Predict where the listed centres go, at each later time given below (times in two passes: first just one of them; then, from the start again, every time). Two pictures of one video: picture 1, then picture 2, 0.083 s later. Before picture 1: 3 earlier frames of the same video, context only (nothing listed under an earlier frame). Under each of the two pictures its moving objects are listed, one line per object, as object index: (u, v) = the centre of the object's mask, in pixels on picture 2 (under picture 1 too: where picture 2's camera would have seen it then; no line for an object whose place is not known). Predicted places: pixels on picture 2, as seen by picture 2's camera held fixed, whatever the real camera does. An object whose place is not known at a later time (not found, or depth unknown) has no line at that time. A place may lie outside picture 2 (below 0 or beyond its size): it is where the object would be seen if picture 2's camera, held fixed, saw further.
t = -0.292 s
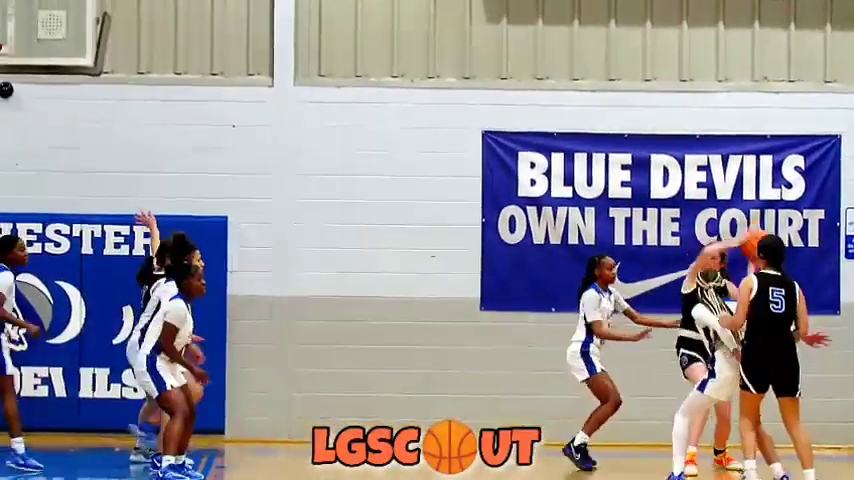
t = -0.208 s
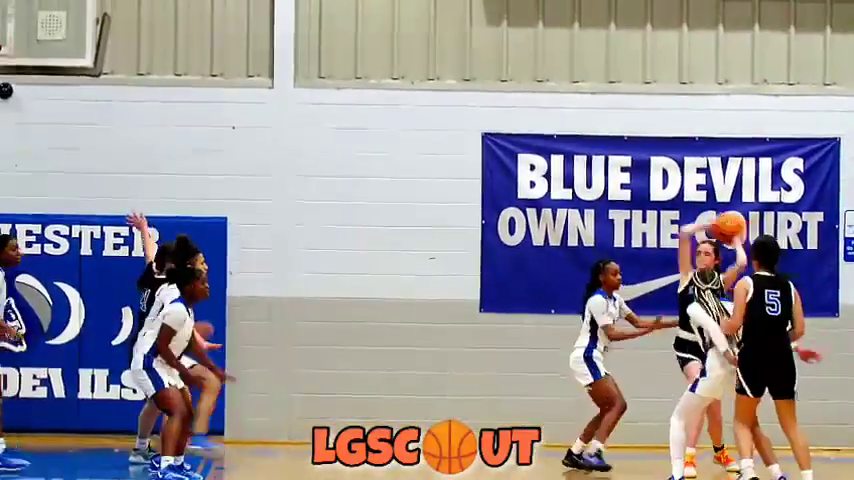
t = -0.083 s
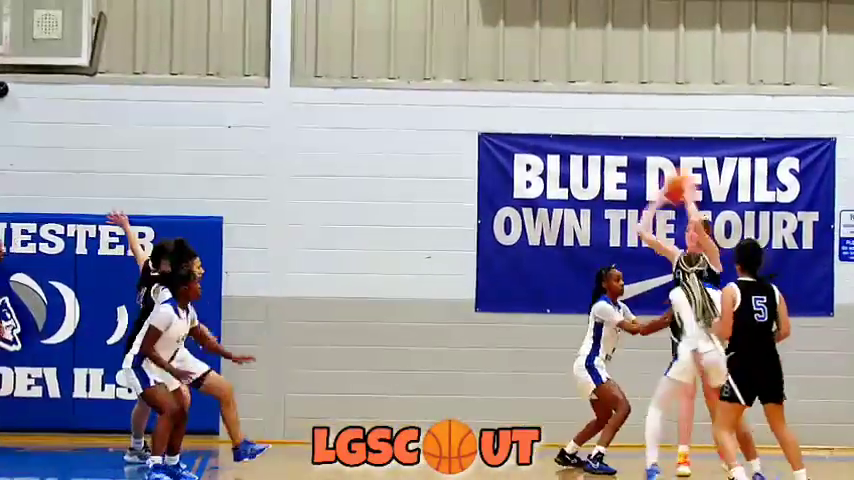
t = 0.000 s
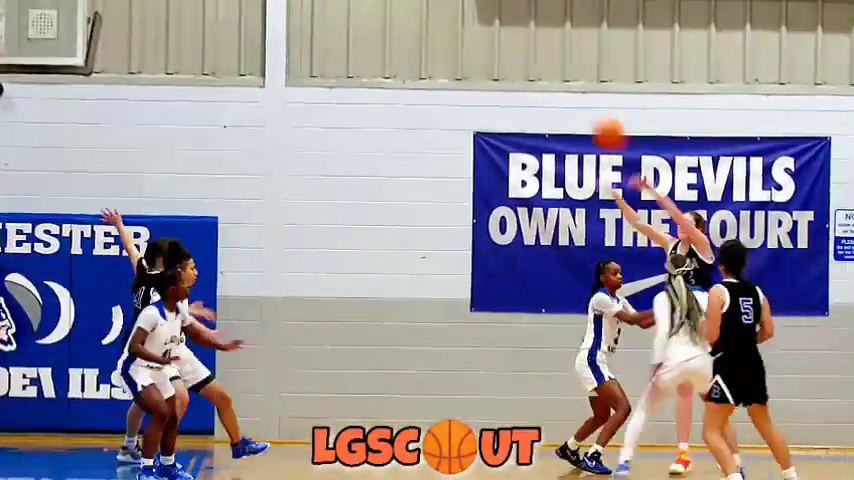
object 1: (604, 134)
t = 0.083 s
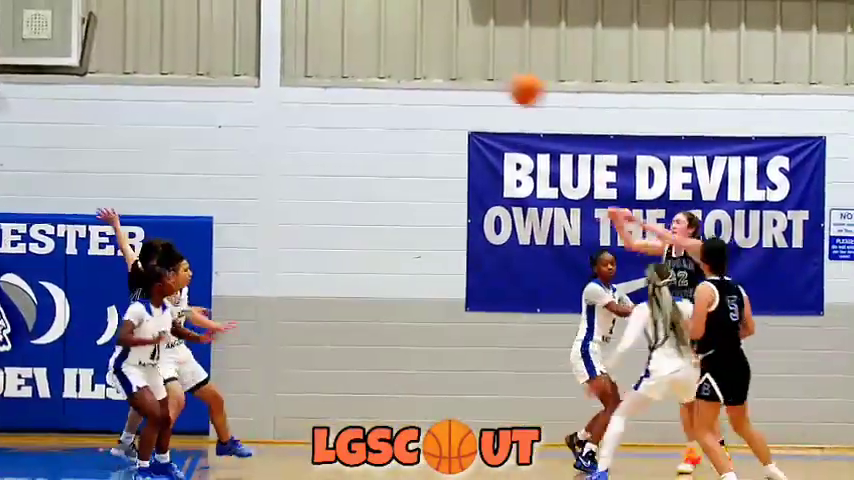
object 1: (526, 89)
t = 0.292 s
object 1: (323, 22)
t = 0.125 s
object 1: (487, 71)
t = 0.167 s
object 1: (447, 56)
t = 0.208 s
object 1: (407, 42)
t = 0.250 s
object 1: (365, 31)
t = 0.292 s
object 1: (323, 22)
